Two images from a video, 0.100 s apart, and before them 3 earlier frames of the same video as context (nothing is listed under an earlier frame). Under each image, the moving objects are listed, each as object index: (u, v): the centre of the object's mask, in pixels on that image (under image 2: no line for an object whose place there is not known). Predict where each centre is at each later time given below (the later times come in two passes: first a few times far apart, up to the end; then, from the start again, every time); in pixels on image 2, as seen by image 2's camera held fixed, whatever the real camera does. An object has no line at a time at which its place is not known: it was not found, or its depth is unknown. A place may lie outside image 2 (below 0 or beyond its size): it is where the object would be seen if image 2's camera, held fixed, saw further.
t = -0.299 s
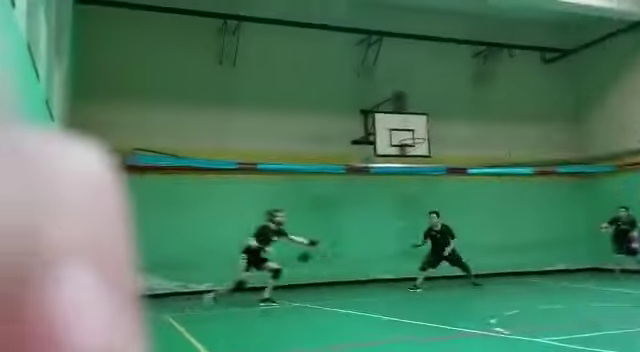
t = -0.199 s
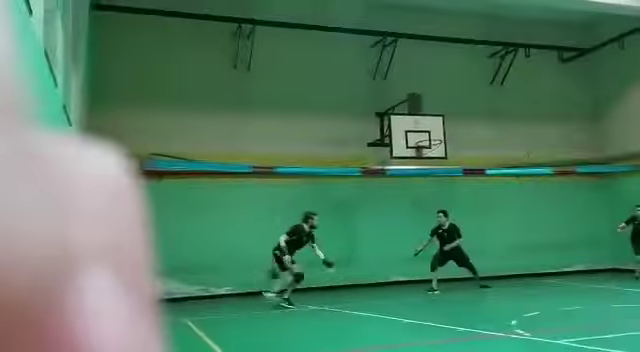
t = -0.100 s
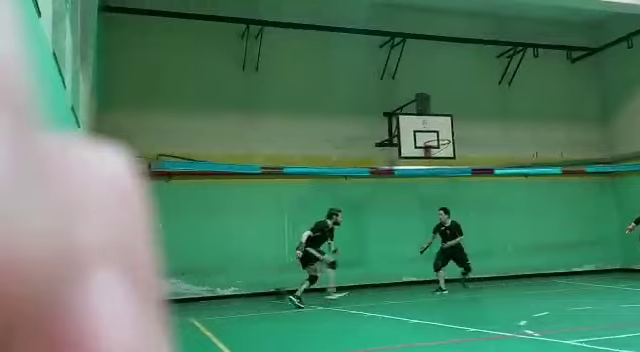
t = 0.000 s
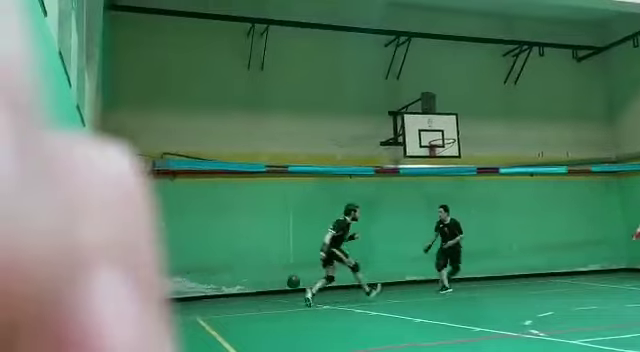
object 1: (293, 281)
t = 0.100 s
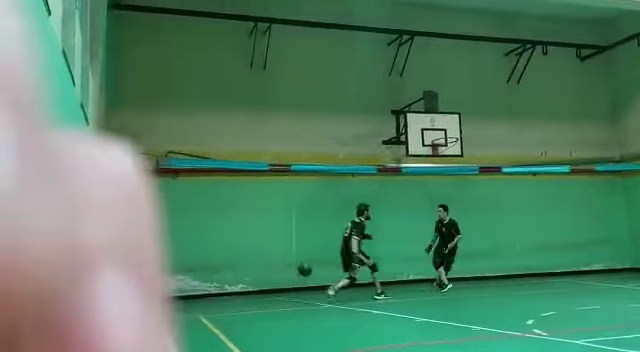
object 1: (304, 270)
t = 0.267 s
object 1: (324, 265)
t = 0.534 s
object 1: (371, 319)
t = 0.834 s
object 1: (455, 299)
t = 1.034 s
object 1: (577, 361)
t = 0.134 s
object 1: (307, 267)
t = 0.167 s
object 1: (311, 265)
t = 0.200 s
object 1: (315, 264)
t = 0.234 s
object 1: (319, 264)
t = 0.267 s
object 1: (324, 265)
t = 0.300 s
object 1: (328, 267)
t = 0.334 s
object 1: (333, 270)
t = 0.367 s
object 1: (338, 274)
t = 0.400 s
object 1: (344, 280)
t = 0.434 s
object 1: (351, 286)
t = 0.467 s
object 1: (356, 294)
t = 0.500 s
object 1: (363, 305)
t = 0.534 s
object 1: (371, 319)
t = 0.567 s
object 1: (378, 323)
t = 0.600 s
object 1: (385, 317)
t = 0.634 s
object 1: (393, 311)
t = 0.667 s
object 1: (402, 305)
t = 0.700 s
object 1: (411, 302)
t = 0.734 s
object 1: (421, 299)
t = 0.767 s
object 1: (431, 297)
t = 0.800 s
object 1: (444, 298)
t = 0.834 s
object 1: (455, 299)
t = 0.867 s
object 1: (470, 303)
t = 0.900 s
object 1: (486, 311)
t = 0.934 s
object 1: (505, 319)
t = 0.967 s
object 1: (524, 332)
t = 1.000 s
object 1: (549, 348)
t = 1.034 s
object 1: (577, 361)
